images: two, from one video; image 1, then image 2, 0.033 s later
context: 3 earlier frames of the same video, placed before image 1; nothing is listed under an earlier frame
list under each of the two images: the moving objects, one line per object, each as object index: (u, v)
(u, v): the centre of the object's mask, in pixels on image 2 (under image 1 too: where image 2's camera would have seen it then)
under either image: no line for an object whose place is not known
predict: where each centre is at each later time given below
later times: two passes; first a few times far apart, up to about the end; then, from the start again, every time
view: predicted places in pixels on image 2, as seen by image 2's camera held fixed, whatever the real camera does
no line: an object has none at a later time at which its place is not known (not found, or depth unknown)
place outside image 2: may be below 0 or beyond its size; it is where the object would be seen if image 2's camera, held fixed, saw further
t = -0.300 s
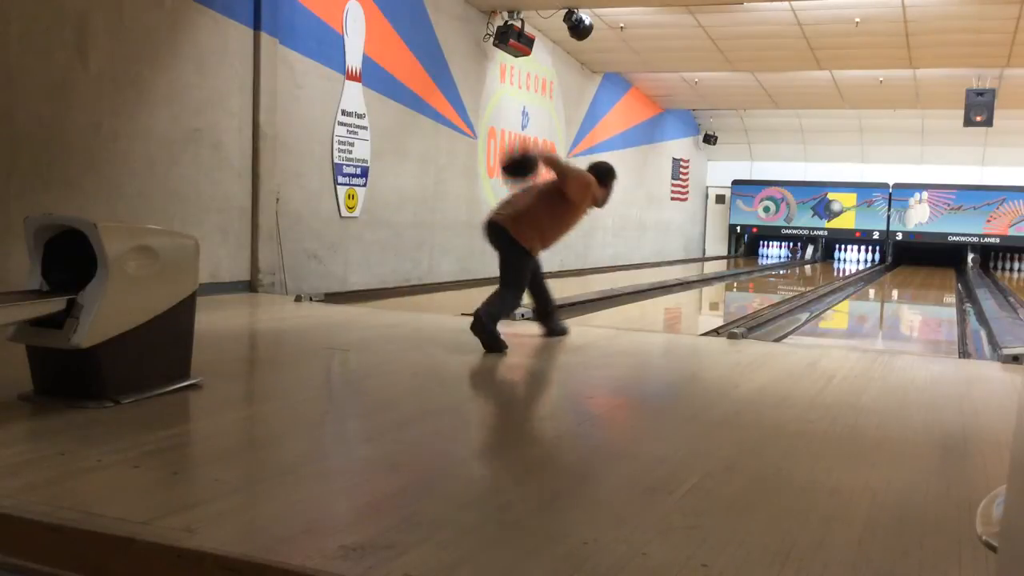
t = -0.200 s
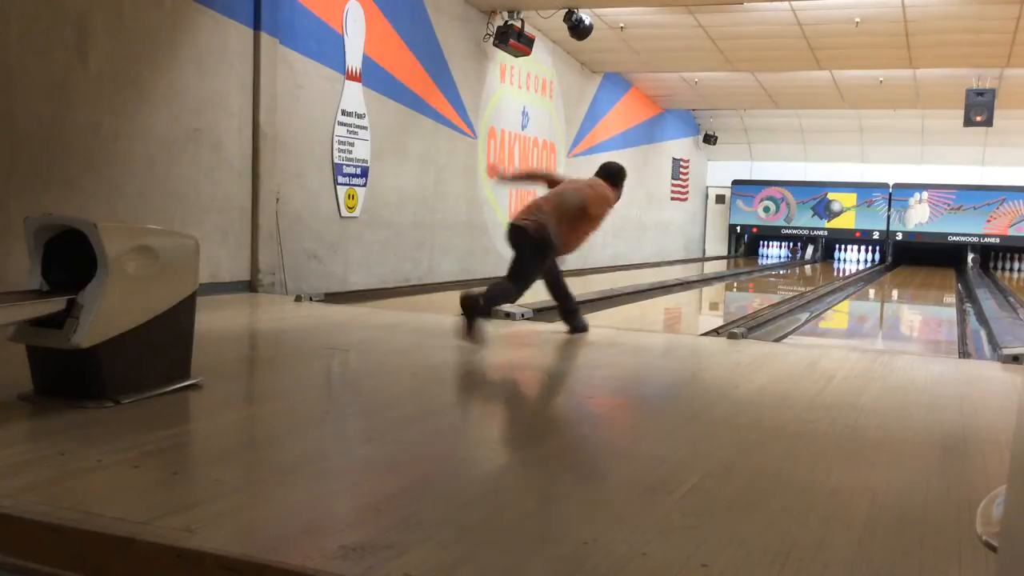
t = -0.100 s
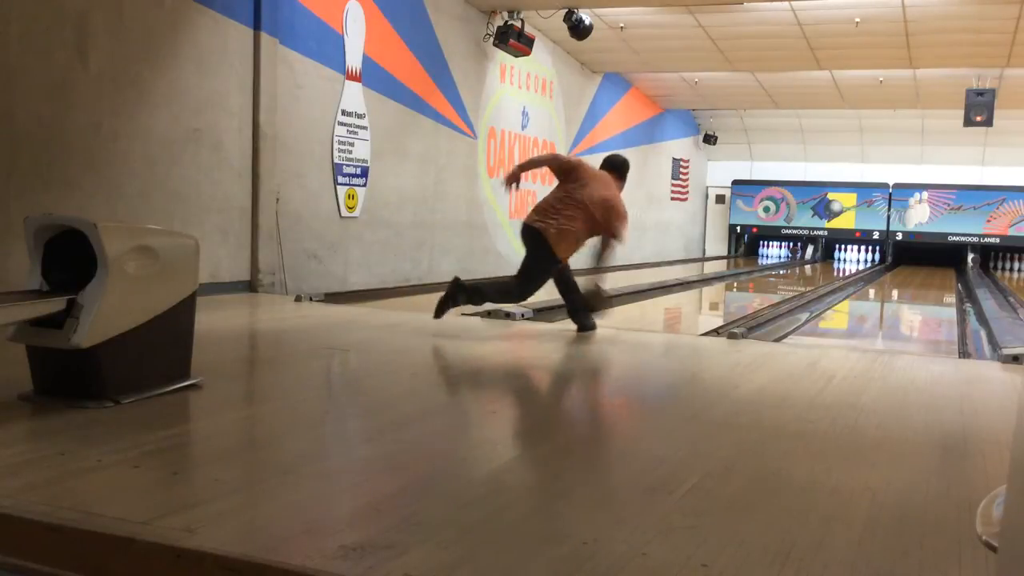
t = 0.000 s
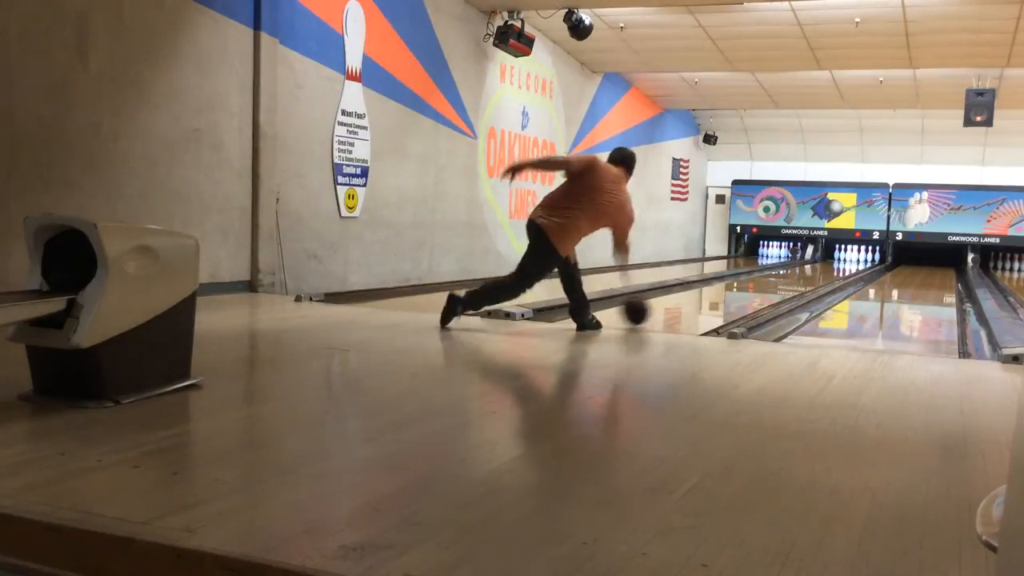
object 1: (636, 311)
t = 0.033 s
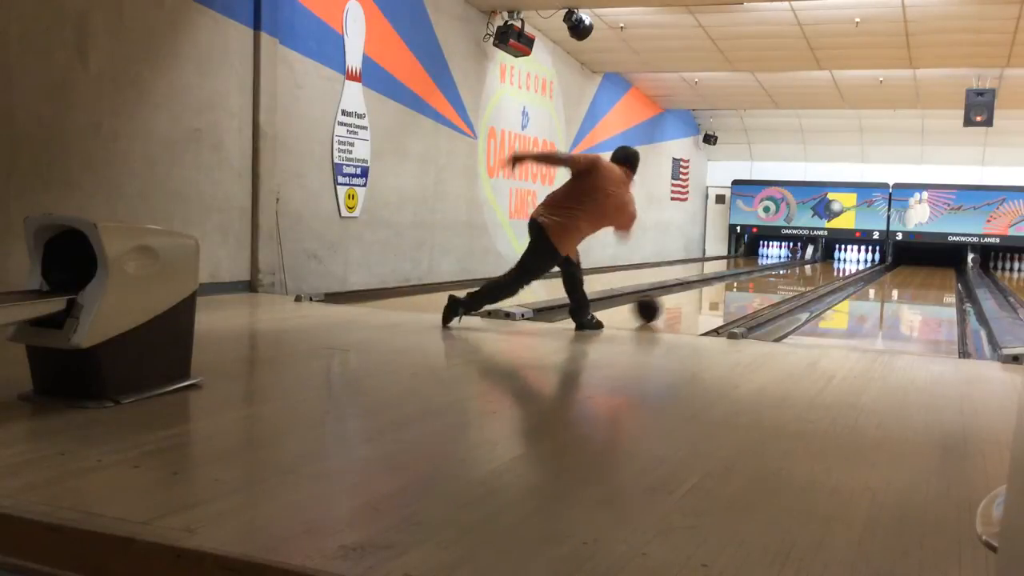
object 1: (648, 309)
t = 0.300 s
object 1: (719, 293)
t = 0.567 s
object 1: (765, 282)
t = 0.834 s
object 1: (797, 276)
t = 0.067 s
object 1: (658, 307)
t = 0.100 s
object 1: (669, 303)
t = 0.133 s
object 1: (679, 302)
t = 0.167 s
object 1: (687, 300)
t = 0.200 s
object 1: (696, 297)
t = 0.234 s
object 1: (704, 296)
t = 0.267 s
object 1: (712, 294)
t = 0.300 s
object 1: (719, 293)
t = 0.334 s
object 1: (725, 291)
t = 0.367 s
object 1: (732, 290)
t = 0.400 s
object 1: (738, 288)
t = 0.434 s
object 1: (745, 287)
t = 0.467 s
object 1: (750, 286)
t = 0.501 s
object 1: (755, 284)
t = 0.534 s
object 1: (760, 284)
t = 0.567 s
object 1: (765, 282)
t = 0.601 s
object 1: (770, 281)
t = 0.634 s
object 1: (774, 280)
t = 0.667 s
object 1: (778, 280)
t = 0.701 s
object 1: (783, 279)
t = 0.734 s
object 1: (786, 278)
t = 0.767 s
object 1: (790, 278)
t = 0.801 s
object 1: (793, 277)
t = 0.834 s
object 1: (797, 276)
